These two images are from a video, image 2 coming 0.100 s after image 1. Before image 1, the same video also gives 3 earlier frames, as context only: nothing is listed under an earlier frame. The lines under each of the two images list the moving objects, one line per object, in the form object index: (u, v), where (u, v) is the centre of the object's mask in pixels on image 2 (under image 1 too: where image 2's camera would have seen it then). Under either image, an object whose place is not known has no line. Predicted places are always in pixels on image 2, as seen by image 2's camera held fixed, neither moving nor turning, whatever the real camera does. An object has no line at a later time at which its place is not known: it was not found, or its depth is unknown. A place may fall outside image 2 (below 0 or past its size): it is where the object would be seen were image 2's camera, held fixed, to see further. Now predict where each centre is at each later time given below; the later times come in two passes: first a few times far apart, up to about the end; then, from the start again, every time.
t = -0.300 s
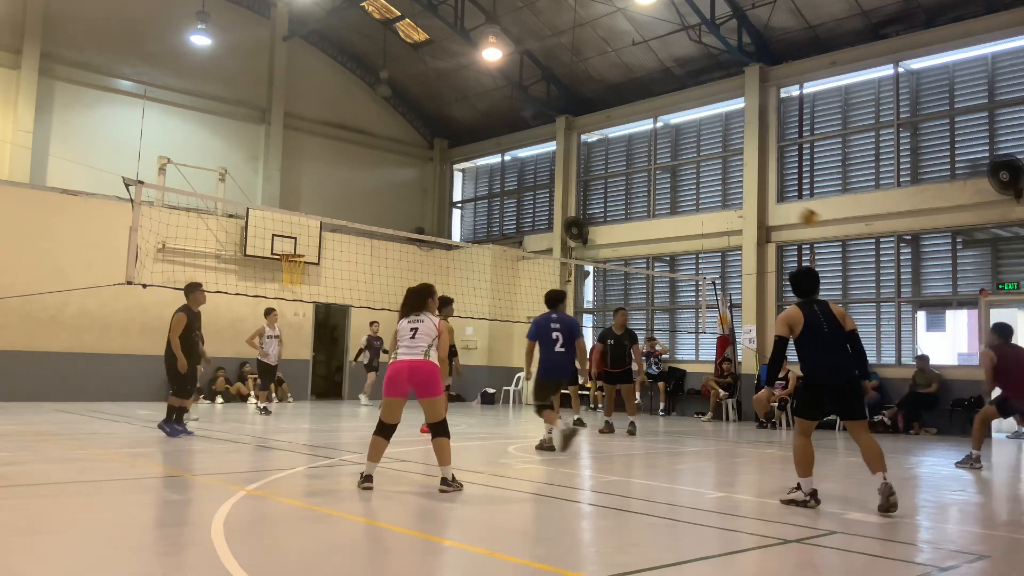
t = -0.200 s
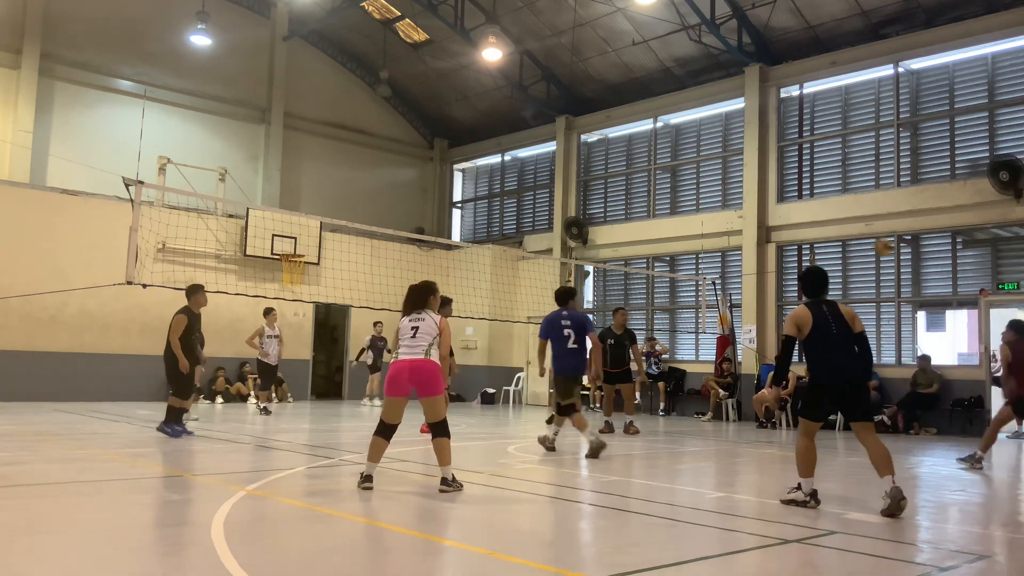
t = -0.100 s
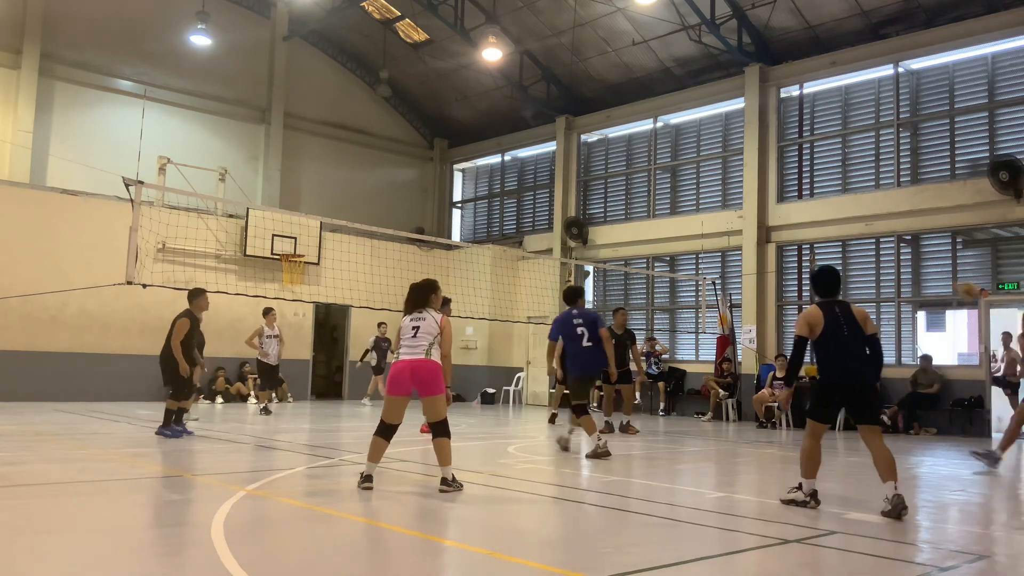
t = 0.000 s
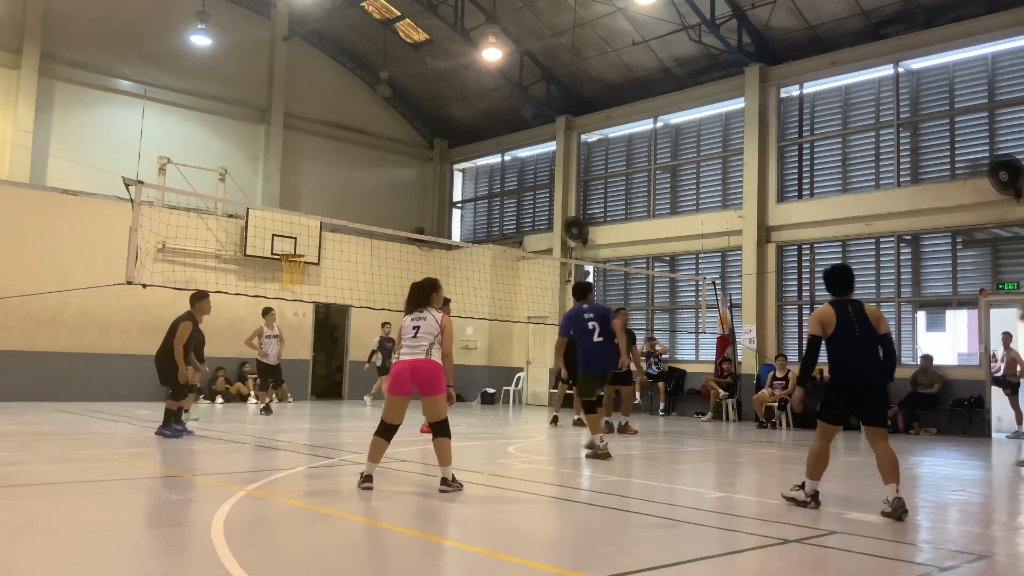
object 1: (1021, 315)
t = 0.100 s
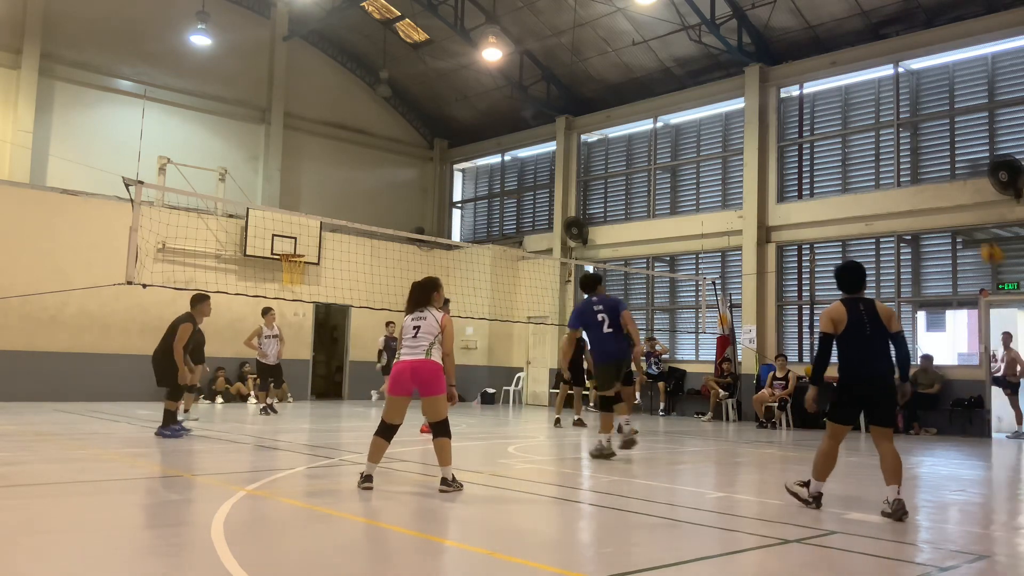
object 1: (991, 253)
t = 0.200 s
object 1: (957, 205)
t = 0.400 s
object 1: (893, 138)
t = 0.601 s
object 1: (834, 112)
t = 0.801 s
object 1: (780, 118)
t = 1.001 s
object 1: (730, 155)
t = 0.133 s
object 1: (979, 237)
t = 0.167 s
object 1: (969, 221)
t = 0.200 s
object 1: (957, 205)
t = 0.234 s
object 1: (946, 191)
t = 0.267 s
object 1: (935, 179)
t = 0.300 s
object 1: (923, 166)
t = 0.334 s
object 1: (913, 157)
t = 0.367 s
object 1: (903, 146)
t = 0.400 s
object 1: (893, 138)
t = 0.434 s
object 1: (883, 131)
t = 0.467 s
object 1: (872, 126)
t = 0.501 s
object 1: (862, 121)
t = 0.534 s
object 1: (852, 117)
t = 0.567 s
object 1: (843, 113)
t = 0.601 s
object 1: (834, 112)
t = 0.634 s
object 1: (824, 110)
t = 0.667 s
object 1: (814, 111)
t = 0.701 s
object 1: (805, 111)
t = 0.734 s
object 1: (797, 112)
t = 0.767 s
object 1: (788, 114)
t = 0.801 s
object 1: (780, 118)
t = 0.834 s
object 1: (770, 122)
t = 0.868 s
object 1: (763, 127)
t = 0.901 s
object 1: (755, 131)
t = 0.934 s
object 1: (746, 139)
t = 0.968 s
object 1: (738, 146)
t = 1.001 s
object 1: (730, 155)
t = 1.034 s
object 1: (722, 164)
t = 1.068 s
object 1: (714, 174)
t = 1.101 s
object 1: (706, 185)
